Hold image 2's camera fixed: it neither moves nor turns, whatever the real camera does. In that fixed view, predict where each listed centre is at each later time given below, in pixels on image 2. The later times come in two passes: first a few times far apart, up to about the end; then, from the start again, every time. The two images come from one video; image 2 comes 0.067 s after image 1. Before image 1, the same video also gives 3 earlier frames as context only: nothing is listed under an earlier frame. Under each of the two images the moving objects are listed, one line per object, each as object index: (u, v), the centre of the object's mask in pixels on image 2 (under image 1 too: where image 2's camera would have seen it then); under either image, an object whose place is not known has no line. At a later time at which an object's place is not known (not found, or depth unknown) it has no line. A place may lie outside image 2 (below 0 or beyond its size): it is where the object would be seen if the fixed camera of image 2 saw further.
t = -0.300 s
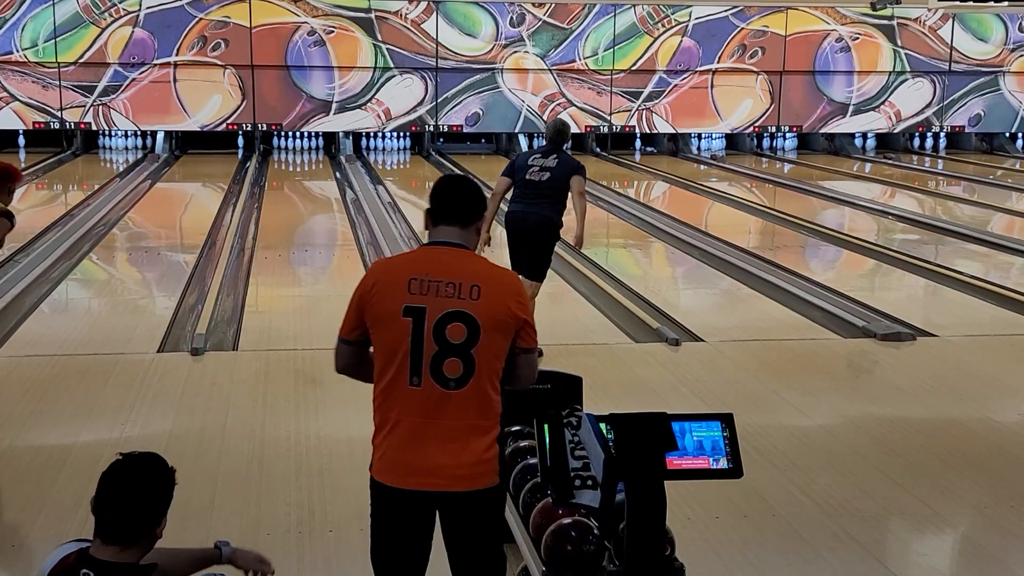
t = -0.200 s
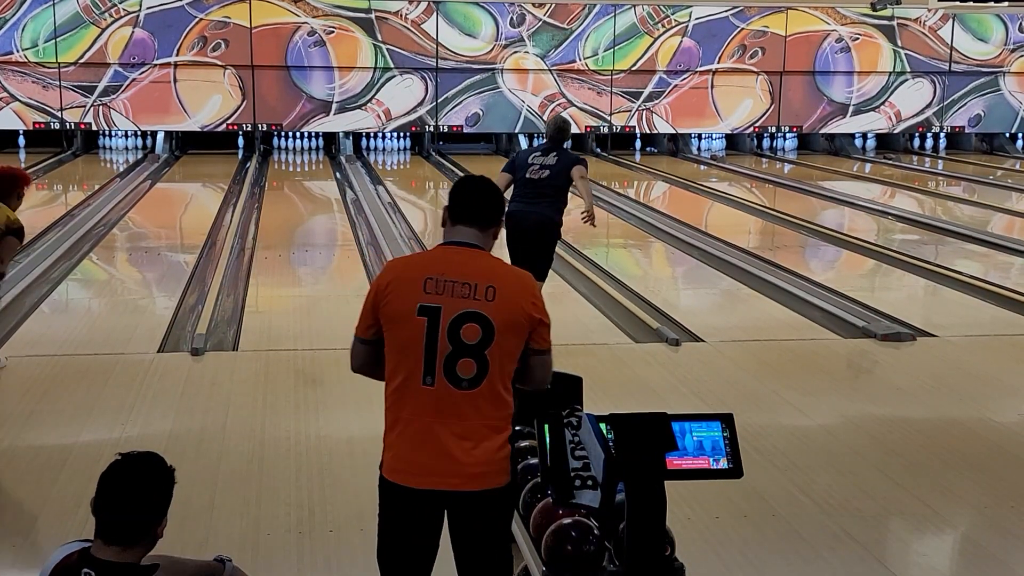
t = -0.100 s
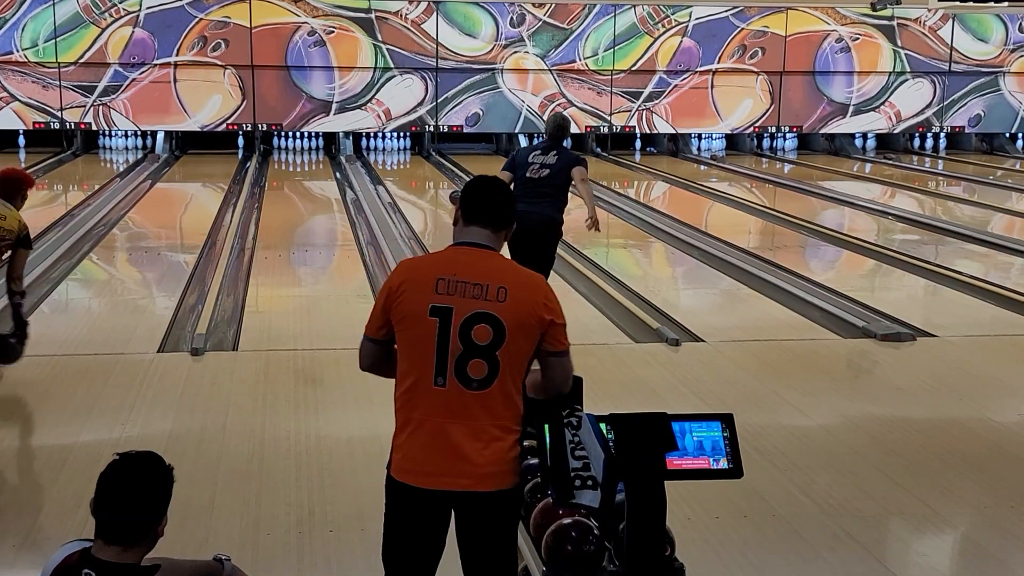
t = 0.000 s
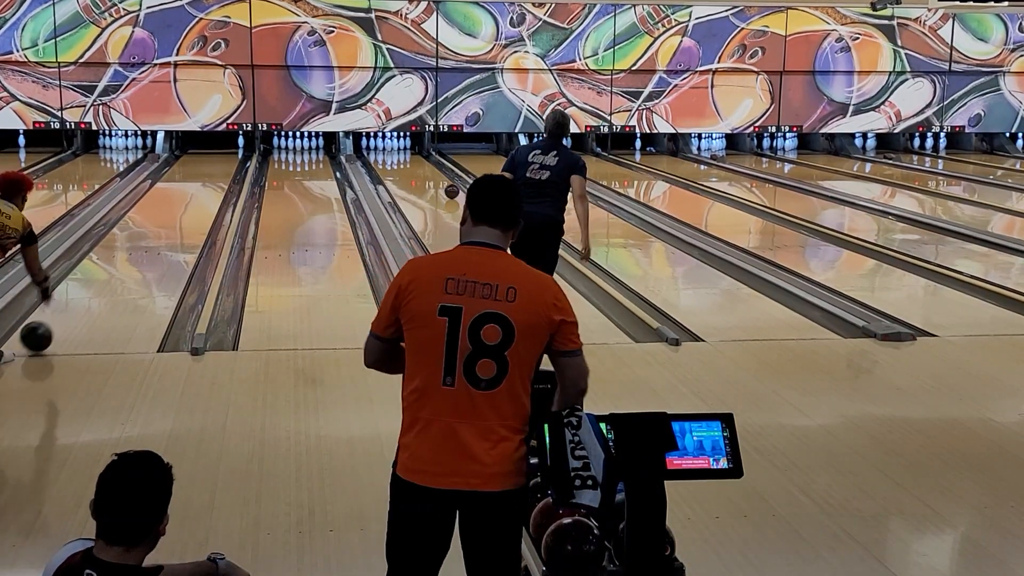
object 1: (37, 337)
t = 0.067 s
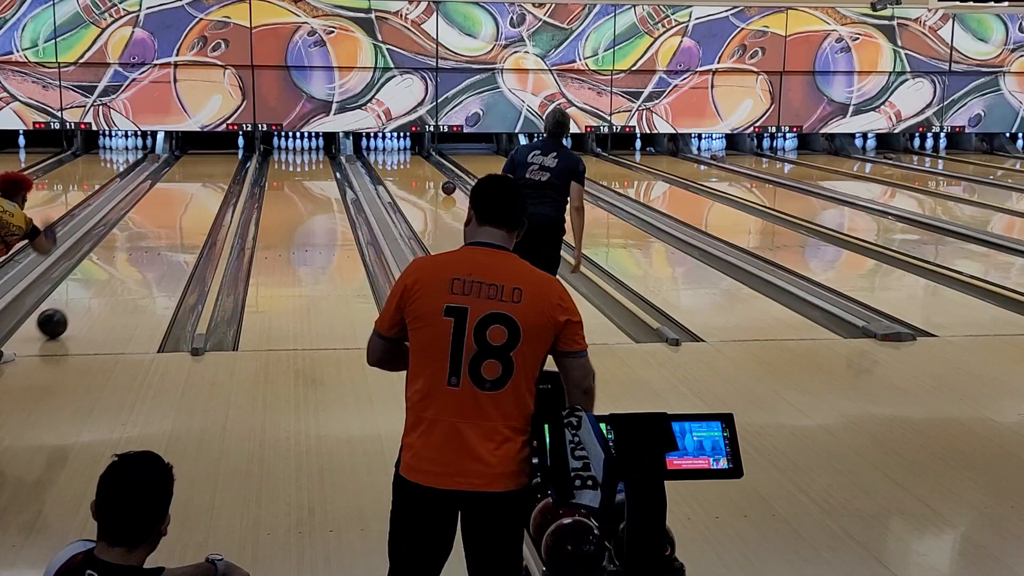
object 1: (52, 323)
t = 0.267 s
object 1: (91, 286)
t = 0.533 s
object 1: (130, 251)
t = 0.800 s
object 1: (158, 224)
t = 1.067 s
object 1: (179, 204)
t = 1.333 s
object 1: (196, 188)
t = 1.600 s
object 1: (209, 175)
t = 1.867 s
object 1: (220, 165)
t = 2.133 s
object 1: (227, 157)
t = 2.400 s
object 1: (233, 148)
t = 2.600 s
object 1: (236, 143)
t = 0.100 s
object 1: (59, 316)
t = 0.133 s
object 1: (66, 310)
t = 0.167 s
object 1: (73, 303)
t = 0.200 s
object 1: (79, 297)
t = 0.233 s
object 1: (86, 292)
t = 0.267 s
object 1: (91, 286)
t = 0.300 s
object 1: (96, 281)
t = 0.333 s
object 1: (102, 276)
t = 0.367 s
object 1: (107, 271)
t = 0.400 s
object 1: (112, 267)
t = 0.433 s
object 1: (117, 262)
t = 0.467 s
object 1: (121, 258)
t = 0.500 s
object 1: (125, 254)
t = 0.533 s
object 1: (130, 251)
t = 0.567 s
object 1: (133, 247)
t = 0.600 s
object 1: (137, 243)
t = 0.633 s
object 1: (141, 240)
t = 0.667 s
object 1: (144, 237)
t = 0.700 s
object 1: (148, 234)
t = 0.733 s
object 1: (151, 231)
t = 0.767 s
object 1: (155, 227)
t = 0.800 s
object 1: (158, 224)
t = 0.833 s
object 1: (161, 221)
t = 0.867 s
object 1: (163, 219)
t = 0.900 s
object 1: (166, 216)
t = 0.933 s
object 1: (169, 213)
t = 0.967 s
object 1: (172, 211)
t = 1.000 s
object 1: (174, 208)
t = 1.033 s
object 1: (177, 206)
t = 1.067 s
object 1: (179, 204)
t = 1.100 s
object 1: (182, 201)
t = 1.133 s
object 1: (184, 199)
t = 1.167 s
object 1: (186, 198)
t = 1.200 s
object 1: (188, 195)
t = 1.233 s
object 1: (190, 194)
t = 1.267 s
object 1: (192, 192)
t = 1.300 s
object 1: (194, 190)
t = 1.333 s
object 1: (196, 188)
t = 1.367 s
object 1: (198, 186)
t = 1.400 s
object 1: (200, 185)
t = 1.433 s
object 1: (201, 183)
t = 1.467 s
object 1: (203, 181)
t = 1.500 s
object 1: (205, 179)
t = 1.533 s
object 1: (206, 178)
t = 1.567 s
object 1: (208, 177)
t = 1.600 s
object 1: (209, 175)
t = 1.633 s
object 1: (211, 174)
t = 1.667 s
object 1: (212, 172)
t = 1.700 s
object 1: (214, 171)
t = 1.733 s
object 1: (215, 169)
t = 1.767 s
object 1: (216, 168)
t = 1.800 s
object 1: (217, 167)
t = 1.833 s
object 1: (219, 166)
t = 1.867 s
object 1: (220, 165)
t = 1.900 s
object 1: (221, 164)
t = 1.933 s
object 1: (222, 163)
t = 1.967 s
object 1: (223, 162)
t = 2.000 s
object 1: (224, 160)
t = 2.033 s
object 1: (225, 159)
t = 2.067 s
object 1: (225, 159)
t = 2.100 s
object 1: (226, 158)
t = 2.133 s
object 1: (227, 157)
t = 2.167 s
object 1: (228, 155)
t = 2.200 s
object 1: (229, 154)
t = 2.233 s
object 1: (230, 154)
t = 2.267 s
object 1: (230, 152)
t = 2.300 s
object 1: (231, 151)
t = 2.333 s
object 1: (231, 150)
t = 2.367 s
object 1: (232, 149)
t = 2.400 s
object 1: (233, 148)
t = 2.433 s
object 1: (234, 149)
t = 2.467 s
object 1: (235, 148)
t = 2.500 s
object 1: (235, 146)
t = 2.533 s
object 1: (235, 146)
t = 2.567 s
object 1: (236, 145)
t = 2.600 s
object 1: (236, 143)
